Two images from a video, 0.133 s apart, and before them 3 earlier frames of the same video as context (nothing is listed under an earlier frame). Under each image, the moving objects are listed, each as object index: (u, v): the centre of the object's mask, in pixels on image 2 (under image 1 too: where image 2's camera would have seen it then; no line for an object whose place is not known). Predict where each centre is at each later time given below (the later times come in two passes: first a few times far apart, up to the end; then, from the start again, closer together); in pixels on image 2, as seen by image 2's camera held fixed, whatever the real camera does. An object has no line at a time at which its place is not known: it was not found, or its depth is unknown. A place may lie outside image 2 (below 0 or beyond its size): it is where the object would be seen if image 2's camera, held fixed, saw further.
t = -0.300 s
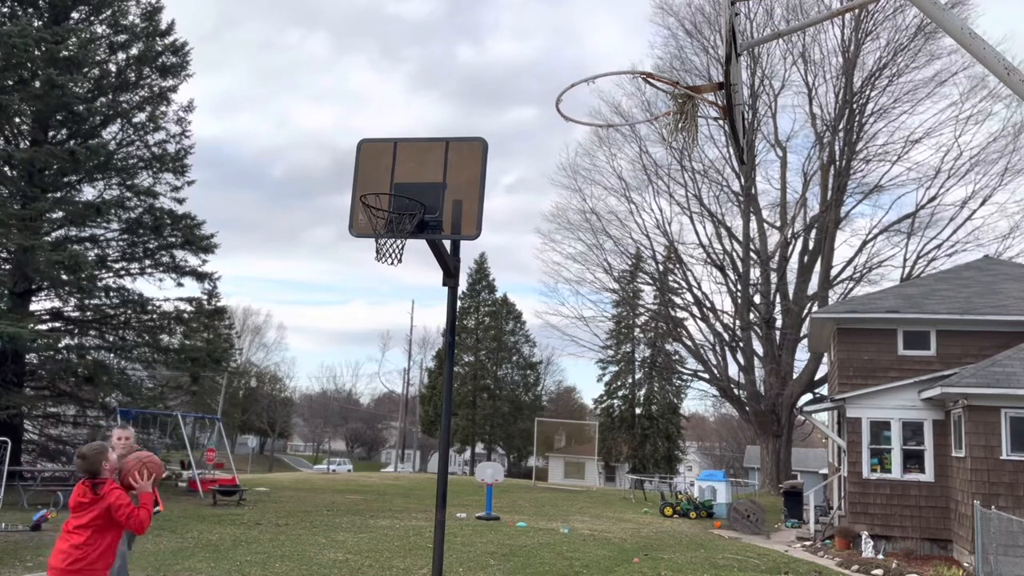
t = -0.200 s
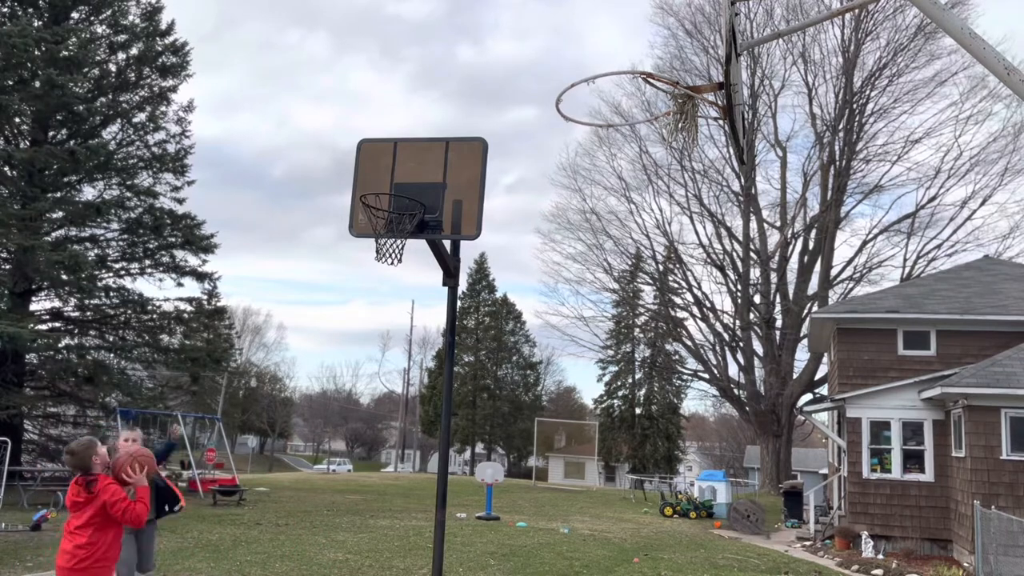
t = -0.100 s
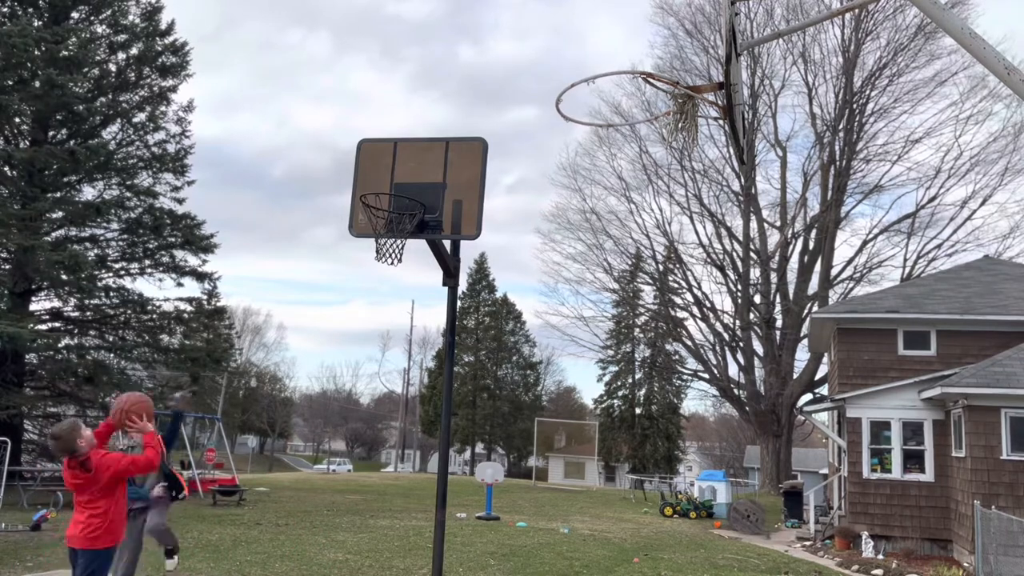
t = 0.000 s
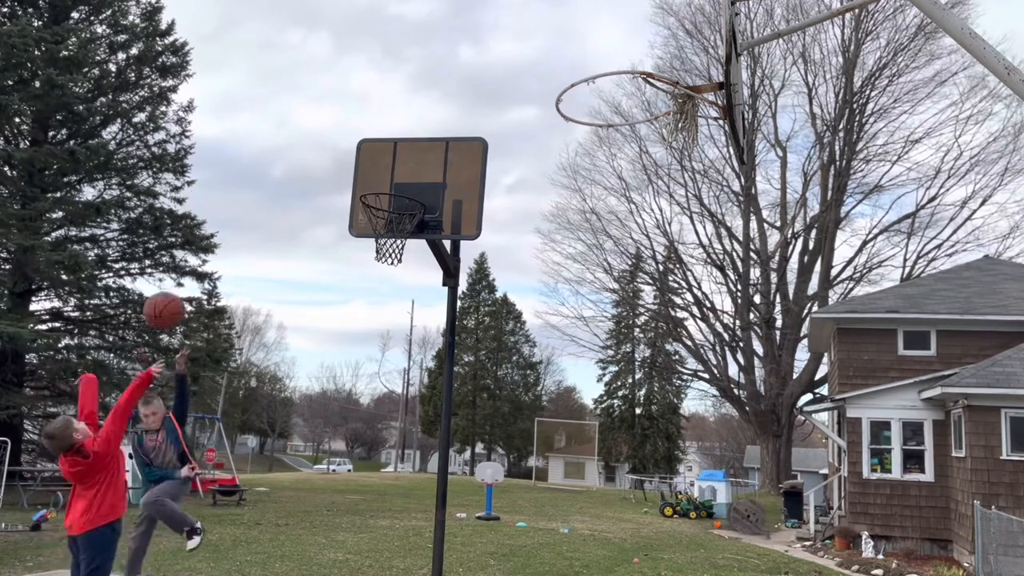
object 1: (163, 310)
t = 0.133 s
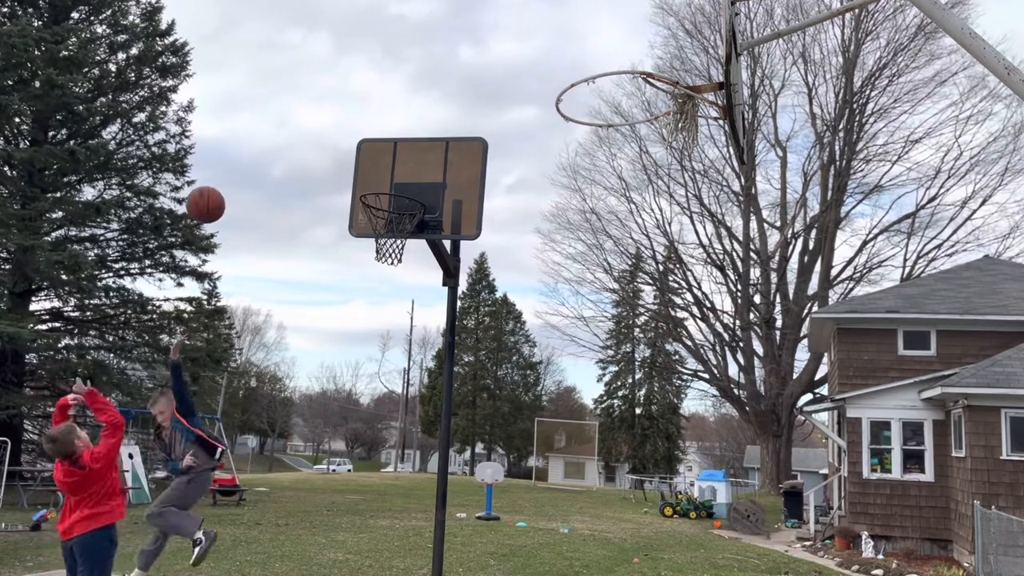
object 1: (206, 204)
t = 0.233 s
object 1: (232, 149)
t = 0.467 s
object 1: (284, 84)
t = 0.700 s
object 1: (324, 96)
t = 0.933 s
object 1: (355, 175)
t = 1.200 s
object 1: (333, 206)
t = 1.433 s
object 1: (304, 284)
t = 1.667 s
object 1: (271, 422)
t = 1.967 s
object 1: (244, 515)
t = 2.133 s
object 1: (246, 427)
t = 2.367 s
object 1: (242, 365)
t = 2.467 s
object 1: (239, 359)
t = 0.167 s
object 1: (215, 184)
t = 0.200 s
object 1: (224, 165)
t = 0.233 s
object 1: (232, 149)
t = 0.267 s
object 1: (241, 134)
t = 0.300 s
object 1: (249, 121)
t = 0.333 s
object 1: (256, 110)
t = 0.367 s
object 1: (264, 101)
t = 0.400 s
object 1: (270, 94)
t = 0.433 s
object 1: (277, 88)
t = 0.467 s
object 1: (284, 84)
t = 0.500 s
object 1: (290, 81)
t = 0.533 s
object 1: (296, 80)
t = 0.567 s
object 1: (302, 80)
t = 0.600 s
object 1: (308, 82)
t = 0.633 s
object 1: (314, 85)
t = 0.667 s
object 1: (319, 90)
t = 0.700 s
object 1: (324, 96)
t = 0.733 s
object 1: (329, 103)
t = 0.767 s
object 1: (334, 112)
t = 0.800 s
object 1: (339, 122)
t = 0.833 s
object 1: (343, 133)
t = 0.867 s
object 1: (347, 146)
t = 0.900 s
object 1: (351, 160)
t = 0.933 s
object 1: (355, 175)
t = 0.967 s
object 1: (358, 191)
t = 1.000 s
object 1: (355, 189)
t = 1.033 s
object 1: (351, 189)
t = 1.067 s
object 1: (348, 189)
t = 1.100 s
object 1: (345, 191)
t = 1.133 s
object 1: (341, 195)
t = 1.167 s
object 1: (338, 200)
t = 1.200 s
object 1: (333, 206)
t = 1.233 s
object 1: (329, 214)
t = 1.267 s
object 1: (325, 222)
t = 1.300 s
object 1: (321, 232)
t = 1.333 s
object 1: (317, 243)
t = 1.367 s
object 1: (313, 256)
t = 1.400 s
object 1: (309, 269)
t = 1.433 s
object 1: (304, 284)
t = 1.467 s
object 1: (300, 300)
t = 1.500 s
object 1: (295, 318)
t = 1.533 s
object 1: (291, 336)
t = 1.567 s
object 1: (286, 356)
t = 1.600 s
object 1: (282, 376)
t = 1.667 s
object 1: (271, 422)
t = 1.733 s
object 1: (262, 473)
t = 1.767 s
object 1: (257, 500)
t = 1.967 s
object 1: (244, 515)
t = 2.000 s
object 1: (245, 494)
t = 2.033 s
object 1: (246, 475)
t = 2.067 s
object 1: (246, 457)
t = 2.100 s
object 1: (246, 441)
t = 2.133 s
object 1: (246, 427)
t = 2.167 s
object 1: (246, 414)
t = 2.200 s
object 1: (246, 403)
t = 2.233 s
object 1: (245, 394)
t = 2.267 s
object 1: (244, 384)
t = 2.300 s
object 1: (244, 376)
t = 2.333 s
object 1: (243, 371)
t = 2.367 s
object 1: (242, 365)
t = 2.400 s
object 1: (242, 363)
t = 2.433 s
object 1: (240, 359)
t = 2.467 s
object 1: (239, 359)
